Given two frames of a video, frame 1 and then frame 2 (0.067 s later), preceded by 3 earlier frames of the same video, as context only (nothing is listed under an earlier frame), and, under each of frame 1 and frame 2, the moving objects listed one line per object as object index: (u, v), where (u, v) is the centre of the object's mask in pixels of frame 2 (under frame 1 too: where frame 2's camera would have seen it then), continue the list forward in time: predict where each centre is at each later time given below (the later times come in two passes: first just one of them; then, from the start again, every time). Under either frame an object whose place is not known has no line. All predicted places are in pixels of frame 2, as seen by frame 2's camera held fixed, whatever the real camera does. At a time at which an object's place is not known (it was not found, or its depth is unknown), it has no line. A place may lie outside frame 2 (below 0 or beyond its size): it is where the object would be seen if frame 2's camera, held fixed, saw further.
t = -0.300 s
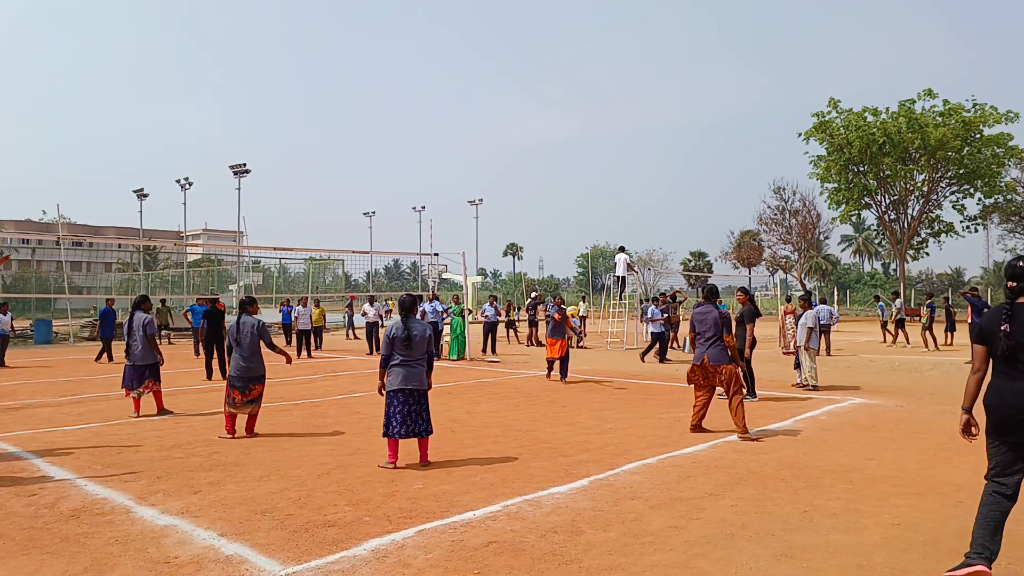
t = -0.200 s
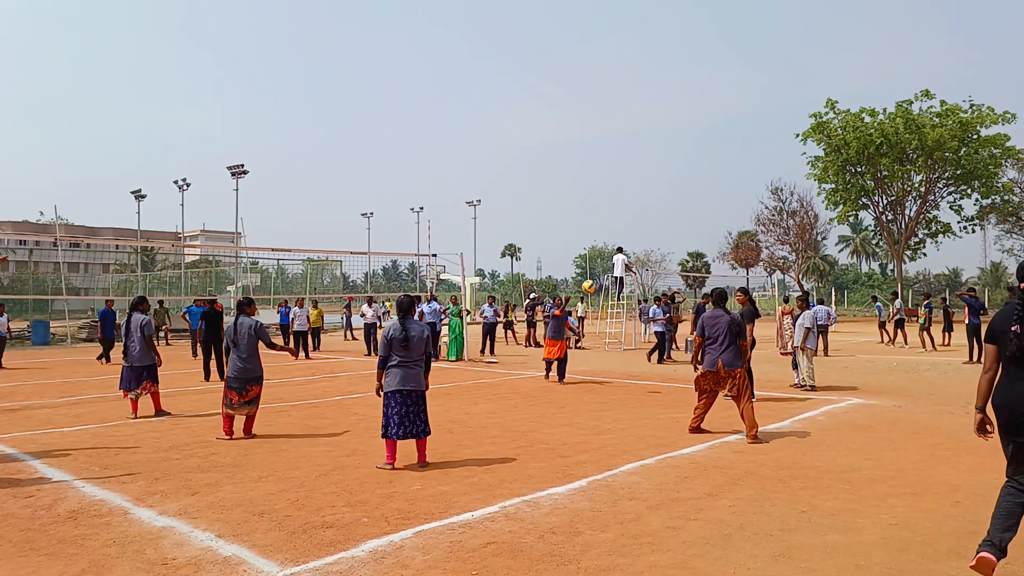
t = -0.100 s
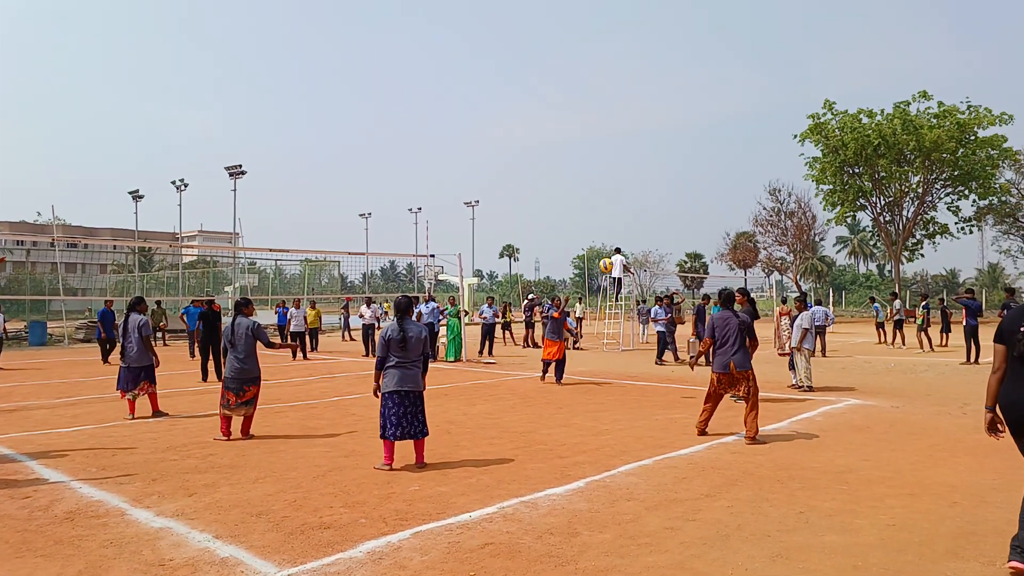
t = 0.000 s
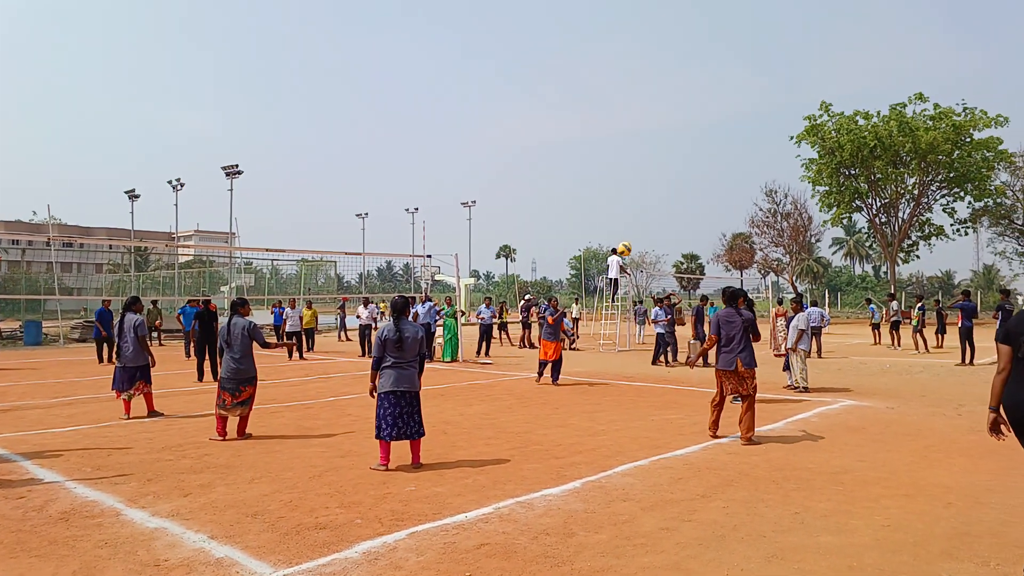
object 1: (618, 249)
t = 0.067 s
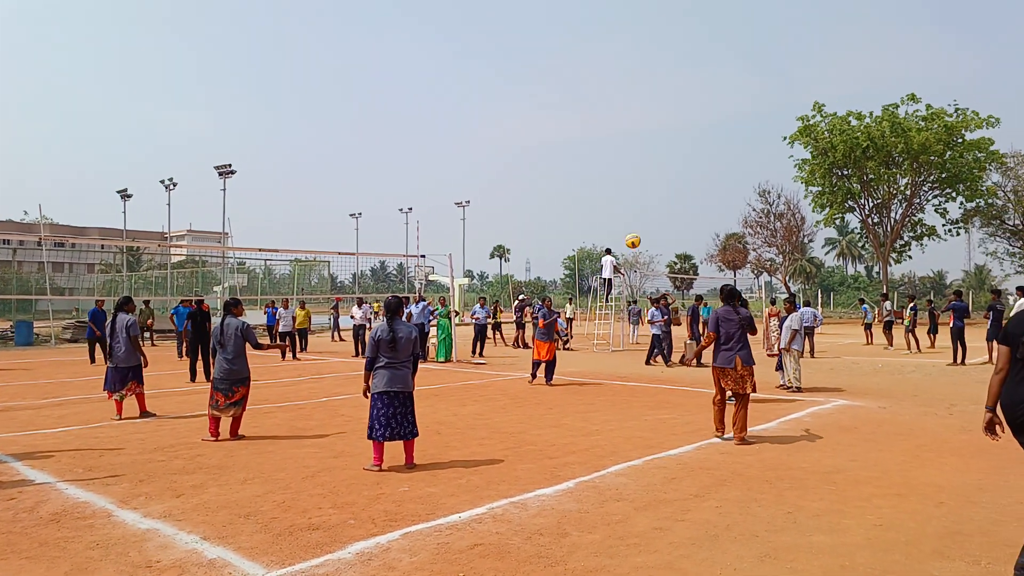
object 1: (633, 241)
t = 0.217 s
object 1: (670, 232)
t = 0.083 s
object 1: (637, 239)
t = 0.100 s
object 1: (640, 238)
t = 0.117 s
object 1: (645, 236)
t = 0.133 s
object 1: (649, 235)
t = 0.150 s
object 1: (653, 234)
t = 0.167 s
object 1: (657, 233)
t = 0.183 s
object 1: (661, 233)
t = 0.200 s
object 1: (665, 233)
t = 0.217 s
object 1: (670, 232)
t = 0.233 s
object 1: (674, 232)
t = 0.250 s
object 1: (679, 232)
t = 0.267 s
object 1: (684, 233)
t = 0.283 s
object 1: (689, 234)
